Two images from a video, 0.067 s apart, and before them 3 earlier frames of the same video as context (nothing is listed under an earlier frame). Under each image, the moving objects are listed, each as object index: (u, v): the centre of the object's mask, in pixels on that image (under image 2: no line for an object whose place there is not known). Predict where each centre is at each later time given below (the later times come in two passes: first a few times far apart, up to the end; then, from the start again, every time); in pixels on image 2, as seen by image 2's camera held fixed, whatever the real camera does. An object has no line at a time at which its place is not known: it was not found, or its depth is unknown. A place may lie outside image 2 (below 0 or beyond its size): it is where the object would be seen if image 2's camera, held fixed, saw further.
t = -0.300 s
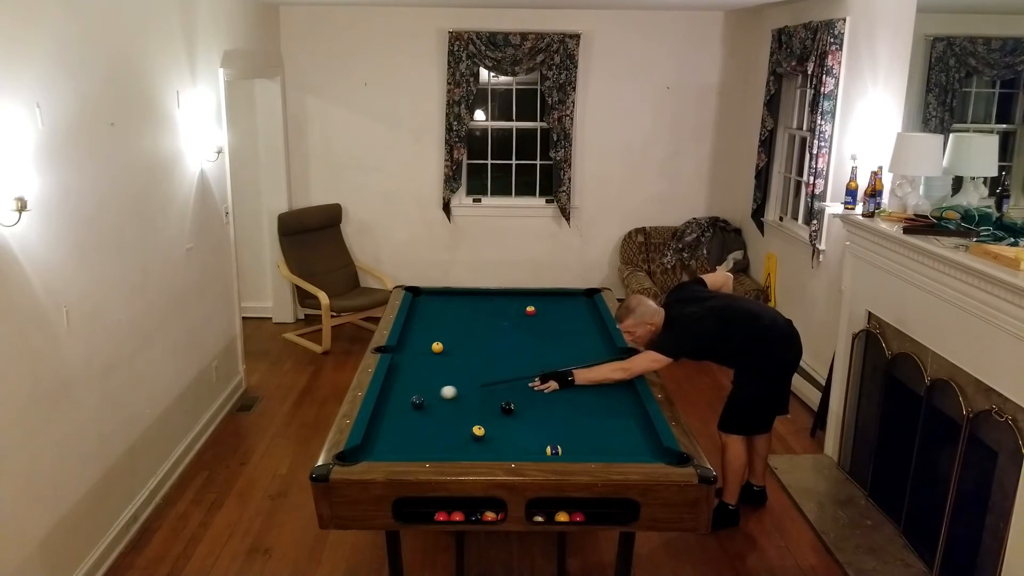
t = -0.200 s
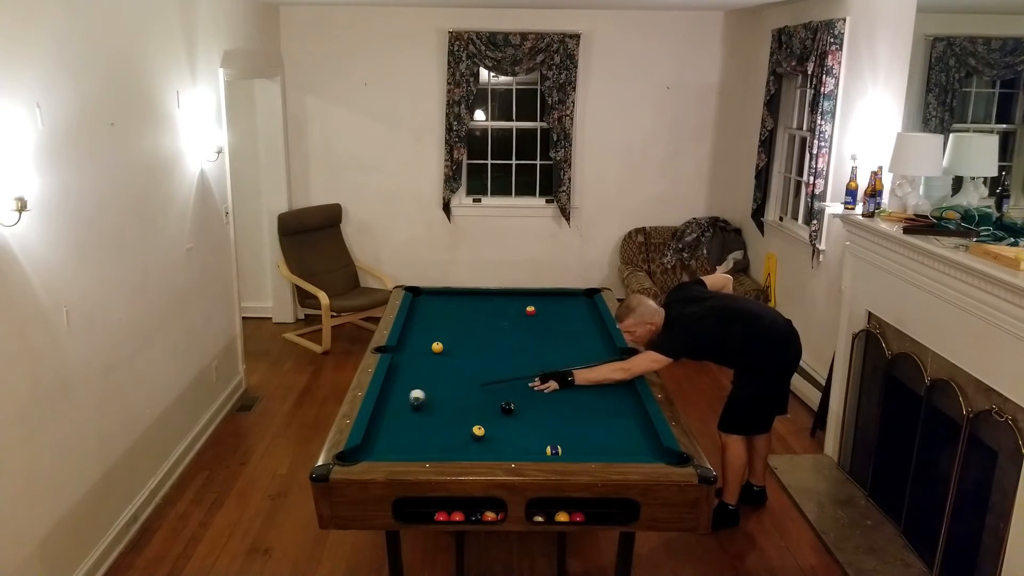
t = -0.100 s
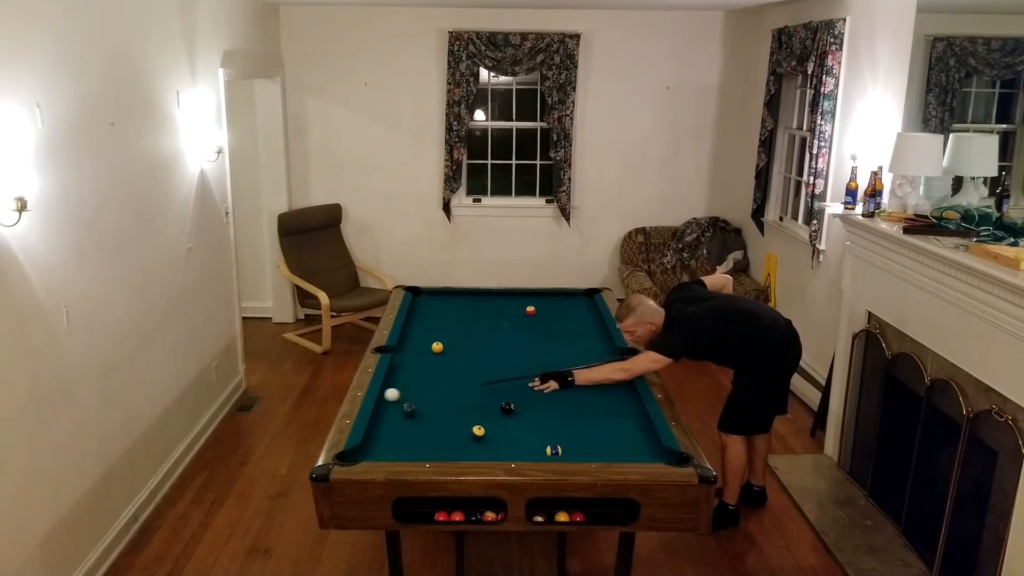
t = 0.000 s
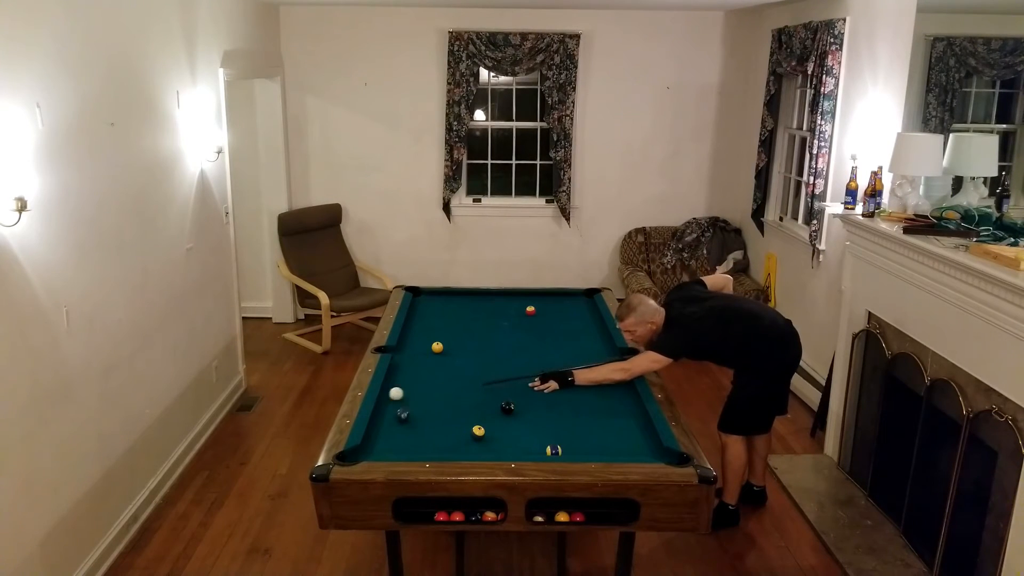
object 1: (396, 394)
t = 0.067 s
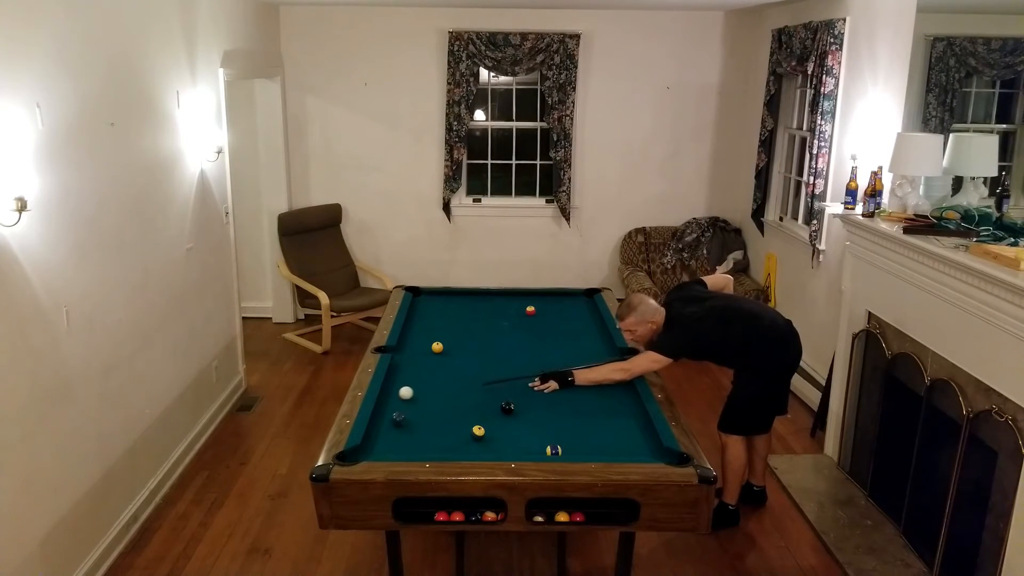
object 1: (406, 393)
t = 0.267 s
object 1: (434, 390)
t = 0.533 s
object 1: (469, 387)
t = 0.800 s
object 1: (502, 384)
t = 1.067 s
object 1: (532, 381)
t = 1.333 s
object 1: (560, 378)
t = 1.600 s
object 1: (586, 375)
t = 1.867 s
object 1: (610, 373)
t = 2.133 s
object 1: (617, 371)
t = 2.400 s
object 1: (604, 369)
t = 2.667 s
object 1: (593, 368)
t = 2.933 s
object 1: (583, 367)
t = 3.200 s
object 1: (575, 366)
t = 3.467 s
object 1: (569, 366)
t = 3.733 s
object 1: (564, 366)
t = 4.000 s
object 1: (558, 365)
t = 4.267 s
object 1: (558, 365)
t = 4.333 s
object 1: (558, 365)
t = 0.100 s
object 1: (411, 392)
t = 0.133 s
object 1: (416, 392)
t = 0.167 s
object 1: (420, 391)
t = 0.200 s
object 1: (425, 391)
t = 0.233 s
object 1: (429, 391)
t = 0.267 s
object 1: (434, 390)
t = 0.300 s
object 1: (439, 390)
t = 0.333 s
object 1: (443, 389)
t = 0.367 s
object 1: (448, 389)
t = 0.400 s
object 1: (452, 389)
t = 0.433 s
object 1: (456, 388)
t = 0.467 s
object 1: (461, 388)
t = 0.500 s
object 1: (465, 387)
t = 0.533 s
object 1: (469, 387)
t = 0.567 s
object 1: (474, 386)
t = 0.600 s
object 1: (478, 386)
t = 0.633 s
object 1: (482, 386)
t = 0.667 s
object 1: (486, 385)
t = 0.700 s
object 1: (490, 385)
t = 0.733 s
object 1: (494, 385)
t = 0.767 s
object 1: (498, 384)
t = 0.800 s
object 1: (502, 384)
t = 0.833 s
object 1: (506, 383)
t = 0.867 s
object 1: (510, 383)
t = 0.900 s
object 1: (513, 383)
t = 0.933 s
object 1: (517, 382)
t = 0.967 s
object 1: (521, 382)
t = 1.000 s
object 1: (525, 382)
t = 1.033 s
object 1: (528, 381)
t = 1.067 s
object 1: (532, 381)
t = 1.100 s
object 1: (536, 380)
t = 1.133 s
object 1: (539, 380)
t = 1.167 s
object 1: (543, 380)
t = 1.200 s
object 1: (546, 379)
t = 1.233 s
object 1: (550, 379)
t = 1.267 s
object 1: (553, 379)
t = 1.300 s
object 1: (557, 378)
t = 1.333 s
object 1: (560, 378)
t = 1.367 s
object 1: (563, 378)
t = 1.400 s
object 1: (567, 377)
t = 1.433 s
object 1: (570, 377)
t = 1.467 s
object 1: (573, 377)
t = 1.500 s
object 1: (576, 376)
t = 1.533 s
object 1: (580, 376)
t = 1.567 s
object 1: (583, 376)
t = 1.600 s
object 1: (586, 375)
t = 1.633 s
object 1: (589, 375)
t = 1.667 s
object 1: (592, 375)
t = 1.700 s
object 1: (595, 374)
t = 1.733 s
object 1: (598, 374)
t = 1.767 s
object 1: (601, 374)
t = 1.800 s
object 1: (604, 373)
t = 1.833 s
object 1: (607, 373)
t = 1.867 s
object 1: (610, 373)
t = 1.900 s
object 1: (613, 373)
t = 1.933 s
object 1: (615, 372)
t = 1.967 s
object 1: (618, 372)
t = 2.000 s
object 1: (621, 372)
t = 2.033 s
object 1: (622, 371)
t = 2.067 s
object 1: (620, 371)
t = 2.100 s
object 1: (619, 371)
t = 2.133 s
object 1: (617, 371)
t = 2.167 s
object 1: (615, 371)
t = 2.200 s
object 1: (614, 370)
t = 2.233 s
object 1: (612, 370)
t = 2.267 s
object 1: (610, 370)
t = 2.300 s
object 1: (609, 370)
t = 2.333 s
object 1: (607, 370)
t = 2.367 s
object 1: (606, 369)
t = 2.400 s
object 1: (604, 369)
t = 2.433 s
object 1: (603, 369)
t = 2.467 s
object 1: (601, 369)
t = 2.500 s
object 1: (600, 369)
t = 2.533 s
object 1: (598, 369)
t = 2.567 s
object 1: (597, 368)
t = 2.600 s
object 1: (596, 368)
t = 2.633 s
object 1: (594, 368)
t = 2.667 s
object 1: (593, 368)
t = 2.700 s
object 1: (592, 368)
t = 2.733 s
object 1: (590, 368)
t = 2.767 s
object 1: (589, 368)
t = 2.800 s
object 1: (588, 368)
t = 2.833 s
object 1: (587, 367)
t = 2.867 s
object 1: (586, 367)
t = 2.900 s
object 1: (584, 367)
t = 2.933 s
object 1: (583, 367)
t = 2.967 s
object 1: (582, 367)
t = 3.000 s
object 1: (581, 367)
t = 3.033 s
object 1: (580, 367)
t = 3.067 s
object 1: (579, 367)
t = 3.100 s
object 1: (578, 367)
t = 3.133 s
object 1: (577, 367)
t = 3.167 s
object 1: (576, 366)
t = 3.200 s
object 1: (575, 366)
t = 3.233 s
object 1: (574, 366)
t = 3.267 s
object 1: (573, 366)
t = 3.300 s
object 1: (573, 366)
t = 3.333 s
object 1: (572, 366)
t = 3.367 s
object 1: (571, 366)
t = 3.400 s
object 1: (570, 366)
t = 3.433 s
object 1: (570, 366)
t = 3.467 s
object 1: (569, 366)
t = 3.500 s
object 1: (568, 366)
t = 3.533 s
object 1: (568, 366)
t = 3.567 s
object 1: (567, 366)
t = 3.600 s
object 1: (566, 365)
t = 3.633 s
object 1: (566, 365)
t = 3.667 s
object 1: (565, 365)
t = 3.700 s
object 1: (565, 365)
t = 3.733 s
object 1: (564, 366)
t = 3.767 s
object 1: (563, 366)
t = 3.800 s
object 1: (561, 365)
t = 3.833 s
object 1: (560, 365)
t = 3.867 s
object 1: (559, 365)
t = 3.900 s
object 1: (559, 365)
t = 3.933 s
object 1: (559, 365)
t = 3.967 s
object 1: (558, 365)
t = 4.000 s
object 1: (558, 365)
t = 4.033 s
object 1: (558, 365)
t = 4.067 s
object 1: (558, 365)
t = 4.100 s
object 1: (558, 365)
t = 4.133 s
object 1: (558, 365)
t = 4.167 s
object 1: (558, 365)
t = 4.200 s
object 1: (558, 365)
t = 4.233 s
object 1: (558, 365)
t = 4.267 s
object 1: (558, 365)
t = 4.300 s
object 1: (558, 365)
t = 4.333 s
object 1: (558, 365)
